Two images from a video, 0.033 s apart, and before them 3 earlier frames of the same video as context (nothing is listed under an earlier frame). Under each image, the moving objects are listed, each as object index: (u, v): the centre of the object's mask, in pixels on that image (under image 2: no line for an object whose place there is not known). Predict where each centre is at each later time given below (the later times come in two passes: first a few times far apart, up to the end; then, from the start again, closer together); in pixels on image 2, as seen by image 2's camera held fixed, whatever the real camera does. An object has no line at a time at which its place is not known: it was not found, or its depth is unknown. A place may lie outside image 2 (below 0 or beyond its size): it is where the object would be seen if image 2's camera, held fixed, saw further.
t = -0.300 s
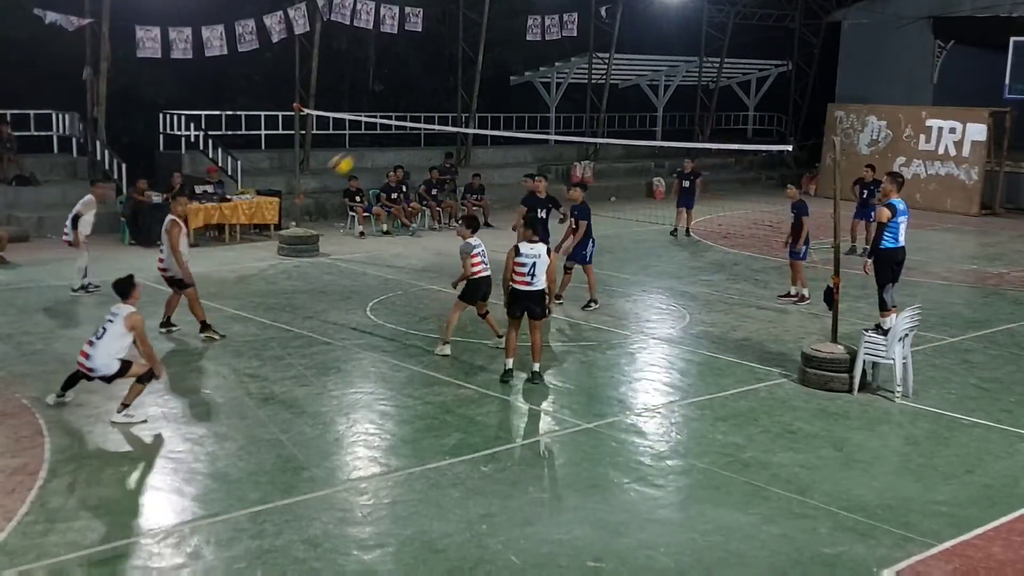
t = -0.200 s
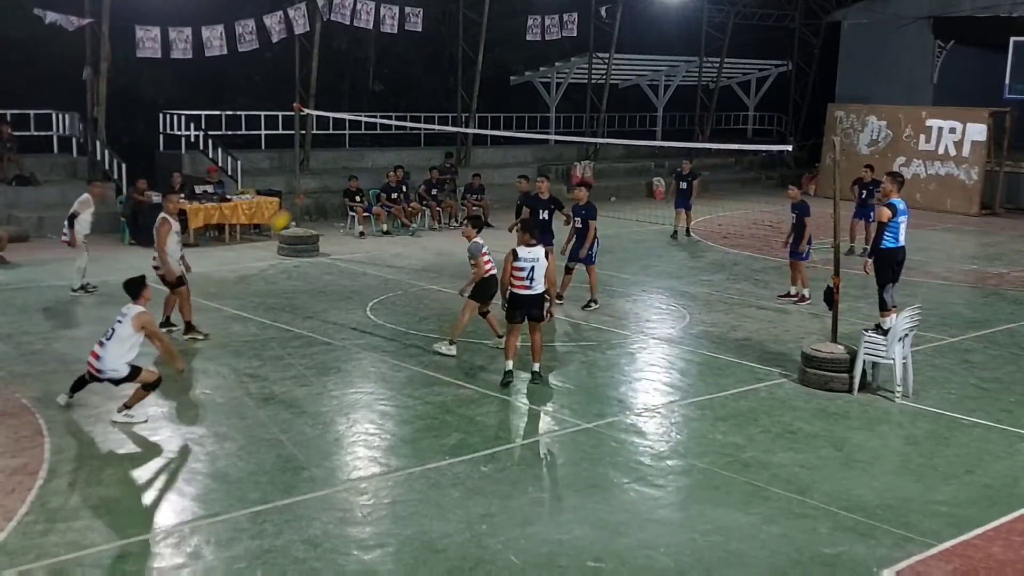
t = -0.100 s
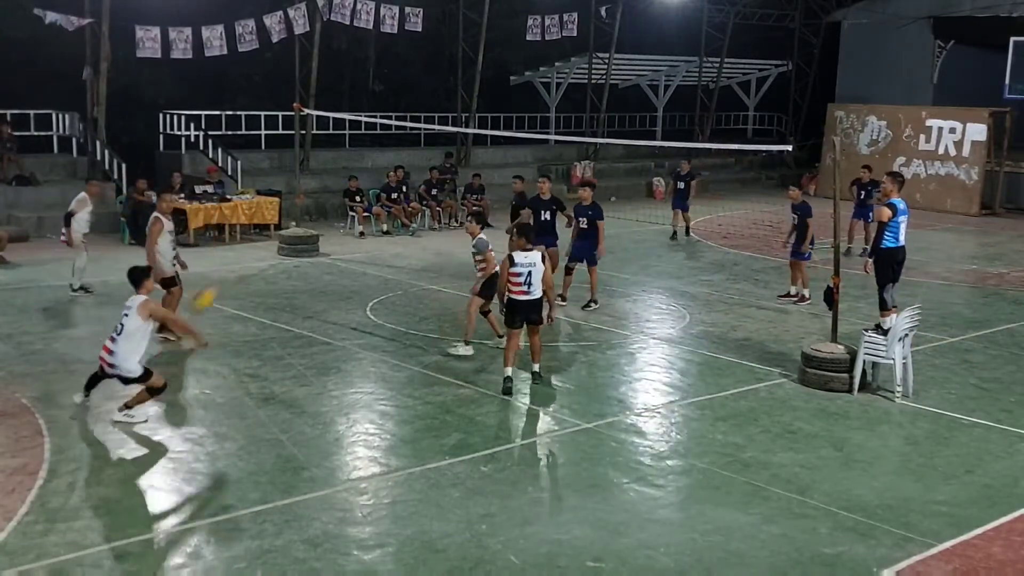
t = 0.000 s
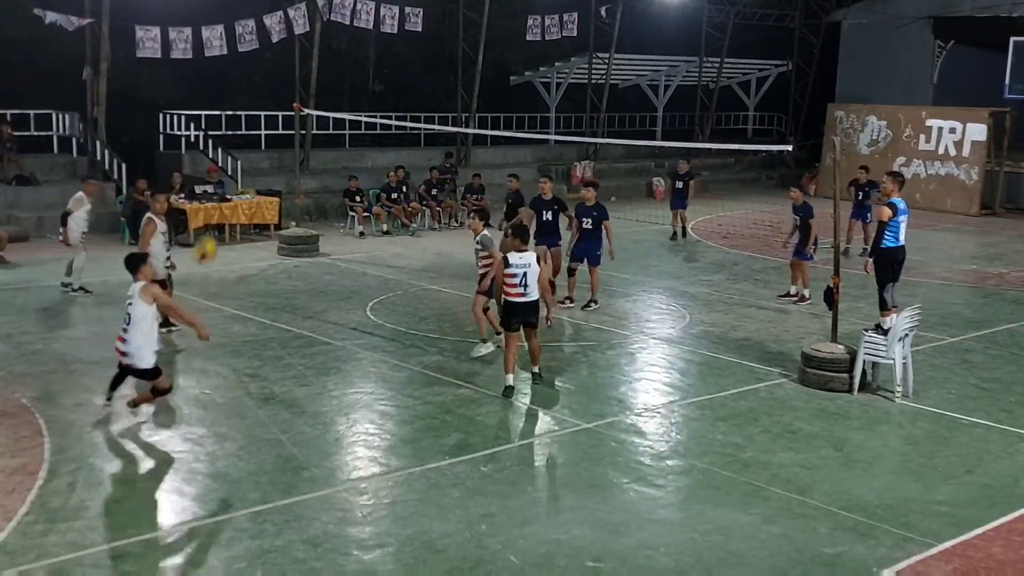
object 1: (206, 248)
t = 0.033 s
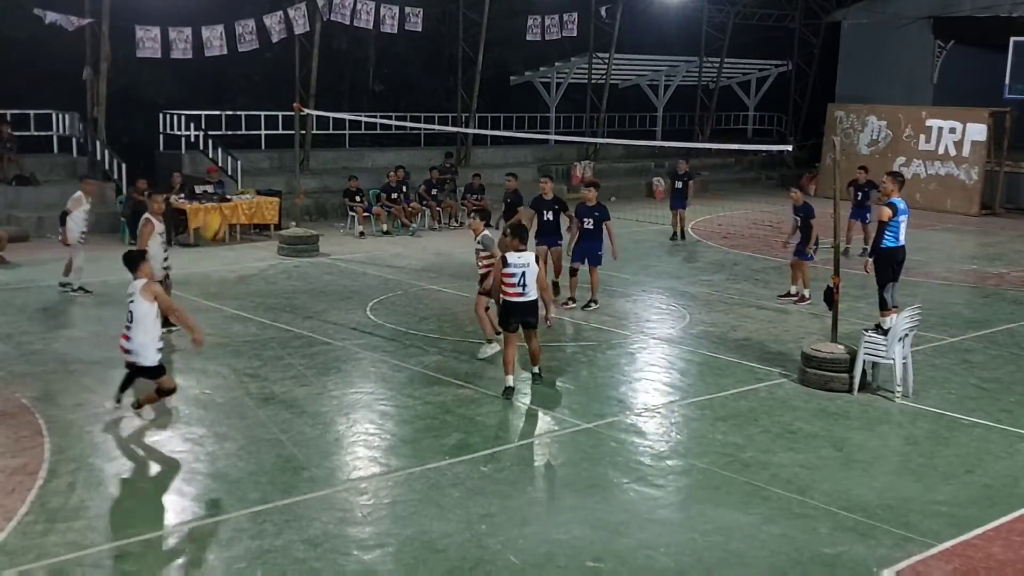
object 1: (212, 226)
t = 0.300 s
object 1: (262, 93)
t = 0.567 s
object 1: (306, 45)
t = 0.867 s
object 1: (350, 77)
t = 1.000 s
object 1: (367, 115)
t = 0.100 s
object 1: (225, 184)
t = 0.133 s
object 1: (233, 165)
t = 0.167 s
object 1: (239, 147)
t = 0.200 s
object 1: (244, 132)
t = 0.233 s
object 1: (250, 117)
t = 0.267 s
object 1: (256, 104)
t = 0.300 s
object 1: (262, 93)
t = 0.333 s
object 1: (268, 82)
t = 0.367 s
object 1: (274, 73)
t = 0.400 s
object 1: (280, 66)
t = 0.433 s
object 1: (285, 59)
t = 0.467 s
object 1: (290, 54)
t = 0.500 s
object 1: (296, 49)
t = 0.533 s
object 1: (301, 47)
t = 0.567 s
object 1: (306, 45)
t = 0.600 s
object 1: (311, 44)
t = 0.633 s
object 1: (316, 45)
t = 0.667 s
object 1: (322, 47)
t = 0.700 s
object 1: (326, 49)
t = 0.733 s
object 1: (331, 53)
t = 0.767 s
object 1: (336, 58)
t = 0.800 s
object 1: (341, 63)
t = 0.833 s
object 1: (345, 69)
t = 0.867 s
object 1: (350, 77)
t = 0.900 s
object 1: (354, 85)
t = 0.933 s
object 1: (358, 95)
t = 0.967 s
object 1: (362, 104)
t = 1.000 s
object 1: (367, 115)
